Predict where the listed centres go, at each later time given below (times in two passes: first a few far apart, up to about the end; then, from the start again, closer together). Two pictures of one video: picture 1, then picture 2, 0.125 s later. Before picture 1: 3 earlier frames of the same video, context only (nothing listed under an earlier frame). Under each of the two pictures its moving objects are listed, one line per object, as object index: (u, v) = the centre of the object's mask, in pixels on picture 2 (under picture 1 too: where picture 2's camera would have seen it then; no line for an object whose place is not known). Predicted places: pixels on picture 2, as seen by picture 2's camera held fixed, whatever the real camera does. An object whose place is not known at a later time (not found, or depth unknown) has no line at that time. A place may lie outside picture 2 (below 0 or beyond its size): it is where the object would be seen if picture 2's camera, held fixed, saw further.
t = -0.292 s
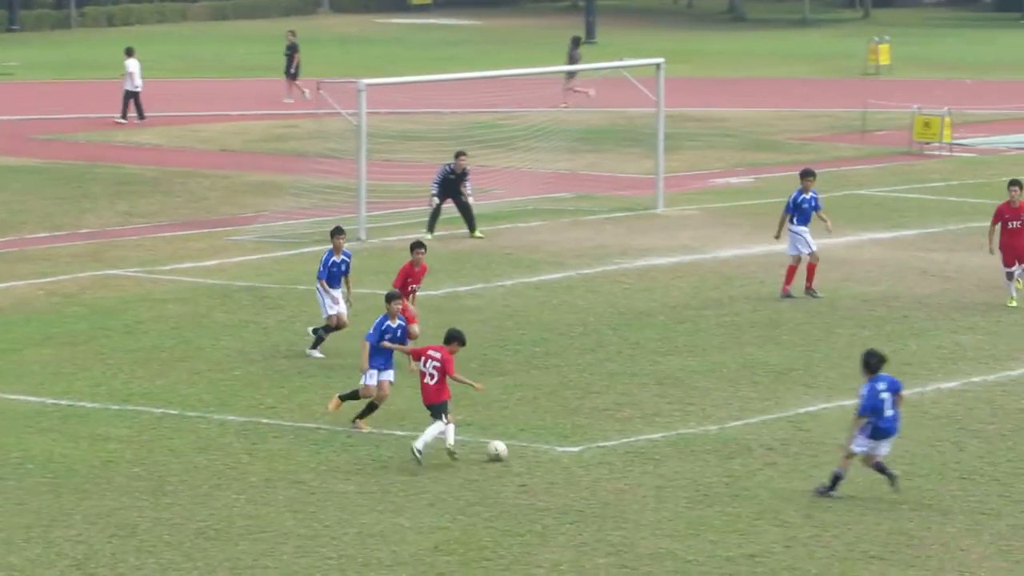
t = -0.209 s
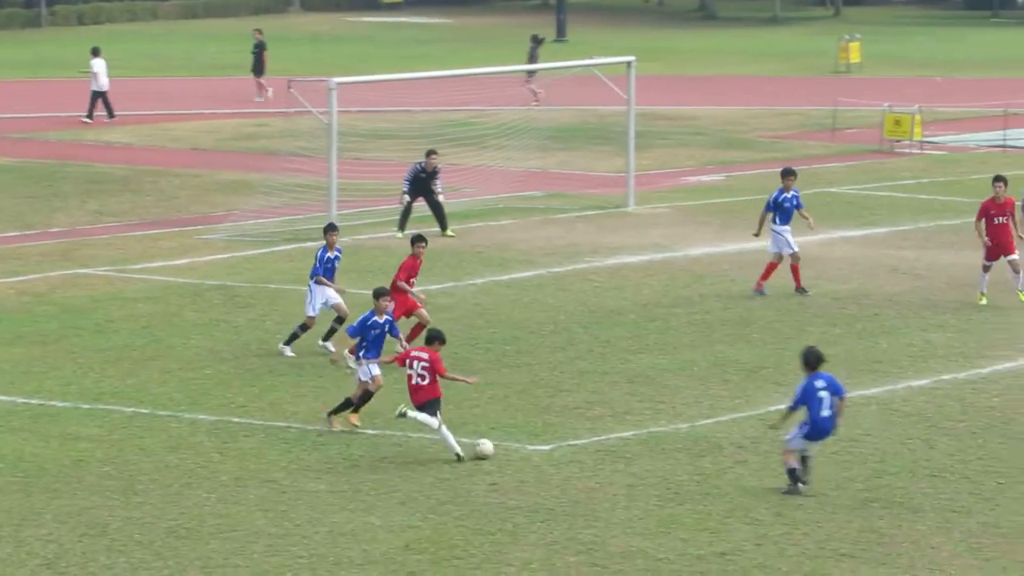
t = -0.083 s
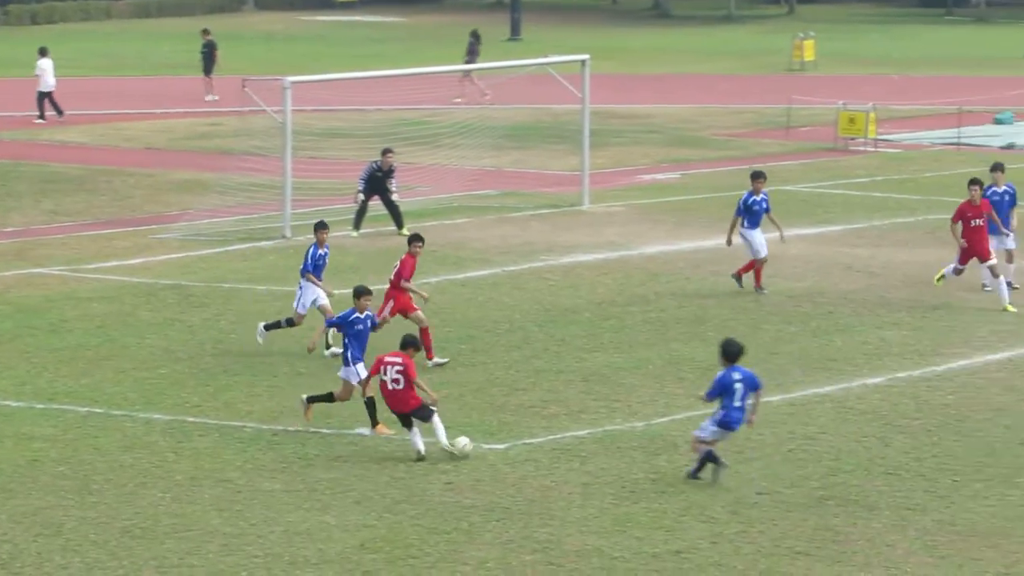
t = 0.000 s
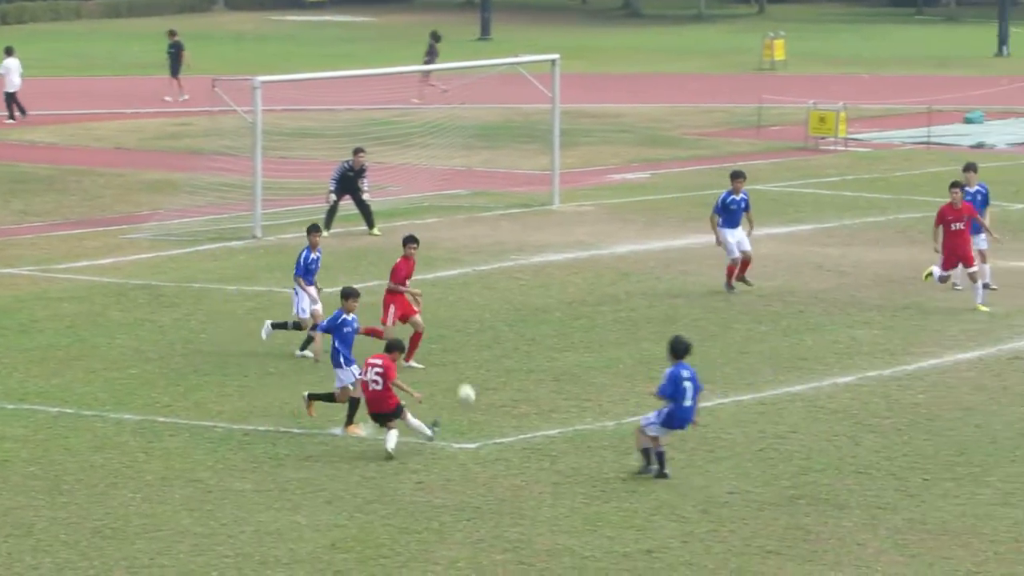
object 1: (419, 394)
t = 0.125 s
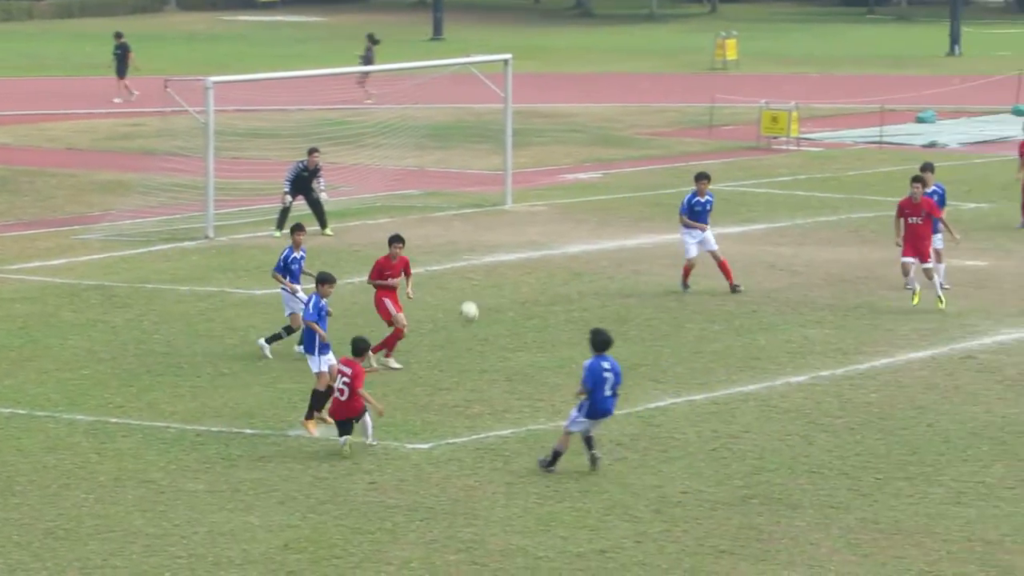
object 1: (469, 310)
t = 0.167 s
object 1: (485, 287)
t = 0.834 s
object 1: (692, 76)
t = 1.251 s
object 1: (783, 75)
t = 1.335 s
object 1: (799, 84)
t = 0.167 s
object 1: (485, 287)
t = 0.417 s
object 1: (575, 173)
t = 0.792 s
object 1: (681, 81)
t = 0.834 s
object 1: (692, 76)
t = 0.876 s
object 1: (702, 71)
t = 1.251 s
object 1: (783, 75)
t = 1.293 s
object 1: (790, 79)
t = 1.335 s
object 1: (799, 84)
